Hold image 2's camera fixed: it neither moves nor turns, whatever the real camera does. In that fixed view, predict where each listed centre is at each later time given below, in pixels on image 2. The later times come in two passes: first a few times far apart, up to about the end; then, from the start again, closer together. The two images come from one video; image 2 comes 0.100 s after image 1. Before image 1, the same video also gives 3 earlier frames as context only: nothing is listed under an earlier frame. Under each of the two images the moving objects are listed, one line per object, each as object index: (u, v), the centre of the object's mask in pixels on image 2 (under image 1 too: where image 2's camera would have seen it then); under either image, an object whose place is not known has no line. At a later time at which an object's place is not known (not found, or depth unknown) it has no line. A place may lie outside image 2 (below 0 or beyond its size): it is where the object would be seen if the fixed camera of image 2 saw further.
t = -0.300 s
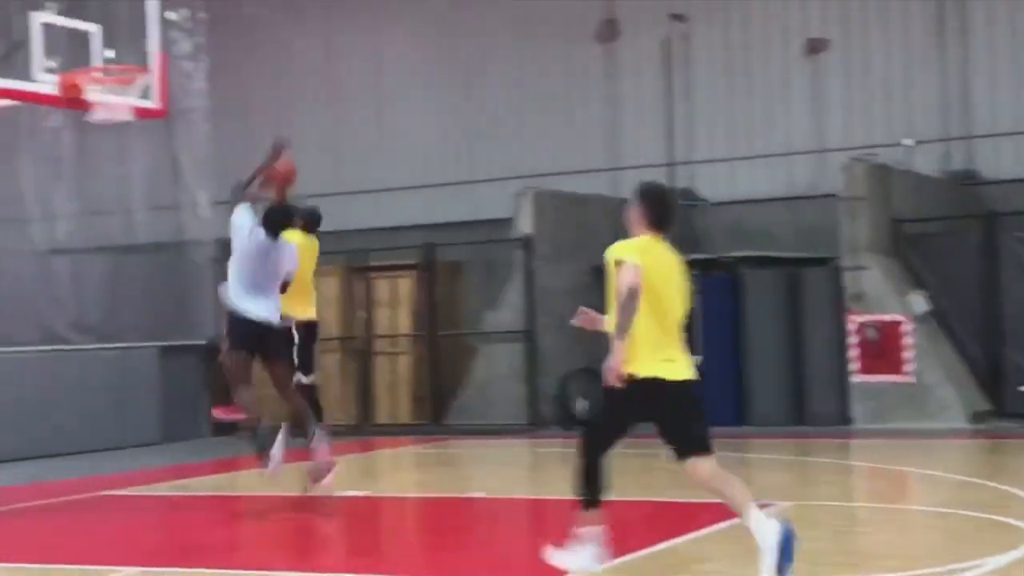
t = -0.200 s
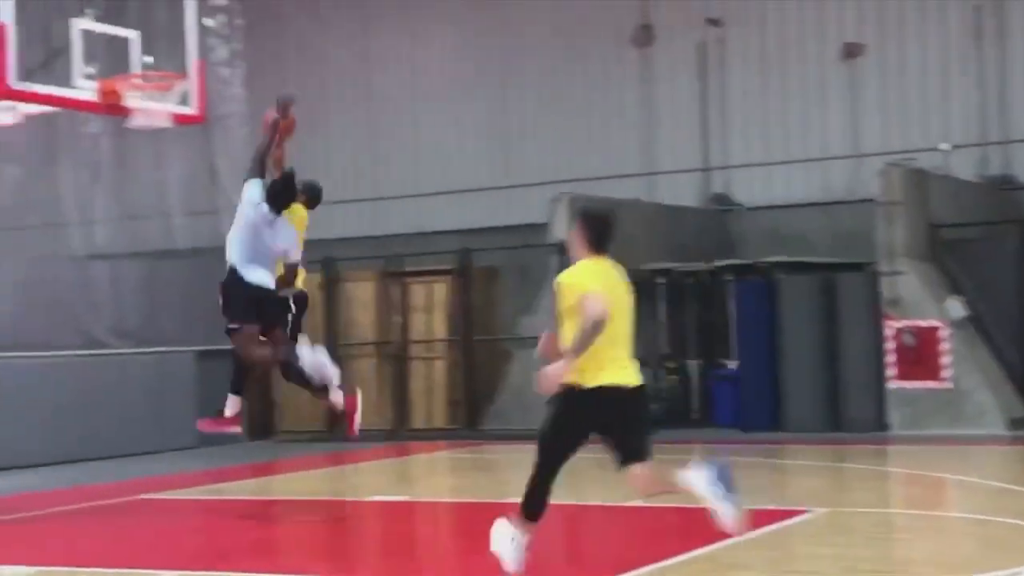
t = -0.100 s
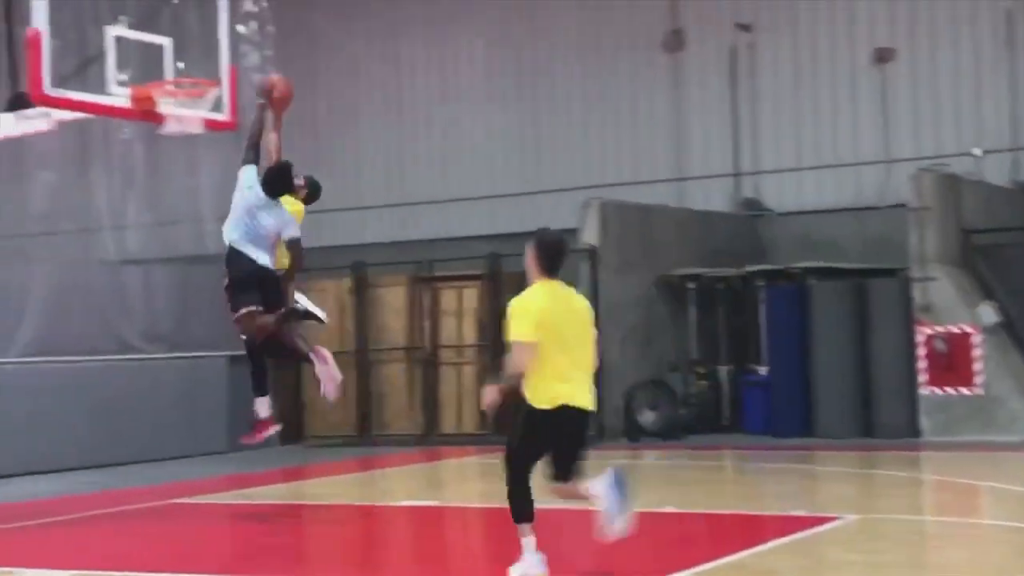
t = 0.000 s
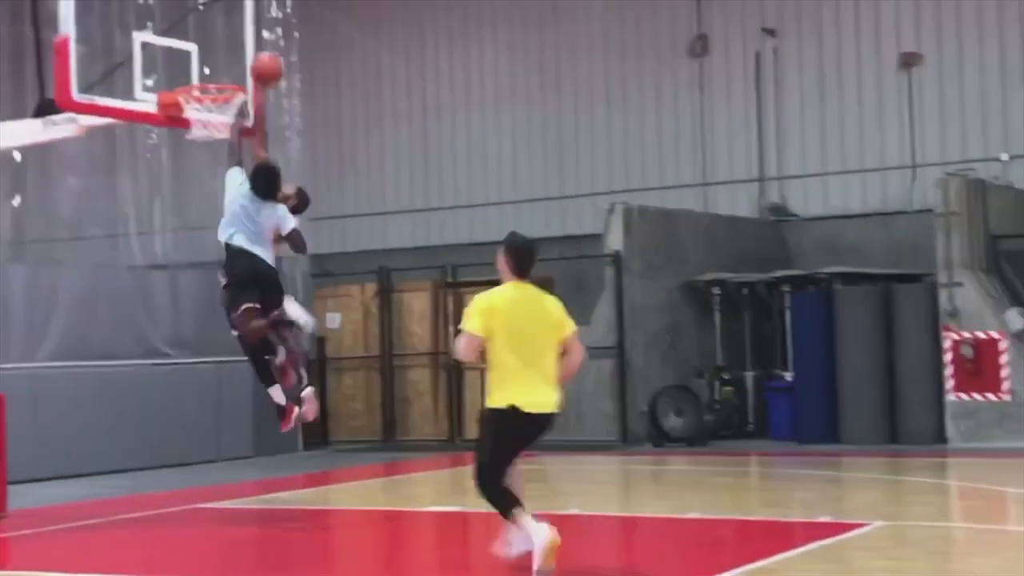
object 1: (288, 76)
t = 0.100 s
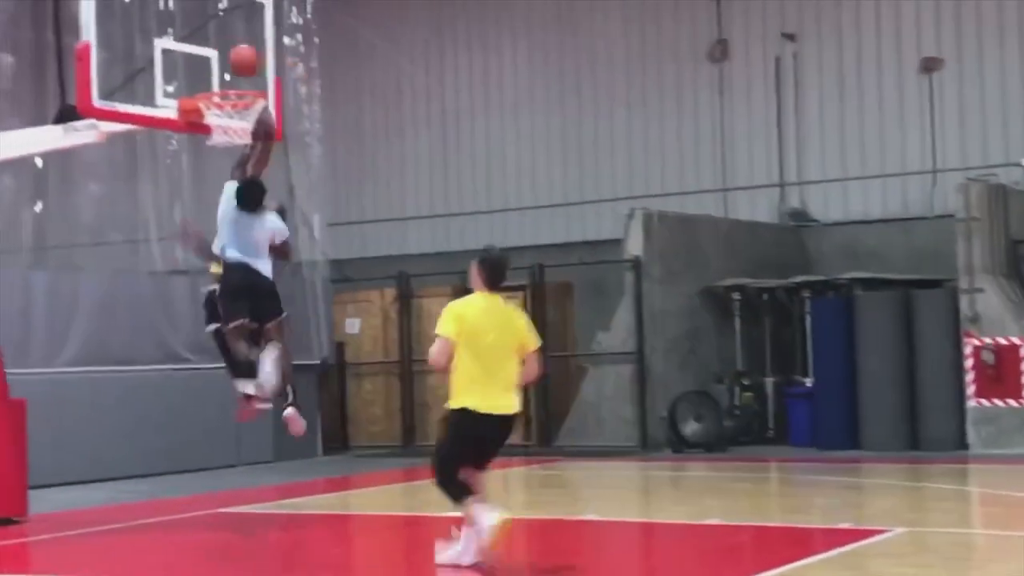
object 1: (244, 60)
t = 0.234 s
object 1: (224, 56)
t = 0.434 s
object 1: (209, 89)
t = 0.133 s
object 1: (232, 58)
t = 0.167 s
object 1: (228, 55)
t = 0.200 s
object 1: (227, 54)
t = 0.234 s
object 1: (224, 56)
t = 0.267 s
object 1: (222, 58)
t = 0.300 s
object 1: (220, 62)
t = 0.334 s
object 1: (218, 68)
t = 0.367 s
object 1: (216, 75)
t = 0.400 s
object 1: (213, 79)
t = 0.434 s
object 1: (209, 89)
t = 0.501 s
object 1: (211, 116)
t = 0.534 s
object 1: (213, 138)
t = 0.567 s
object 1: (218, 139)
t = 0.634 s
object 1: (225, 153)
